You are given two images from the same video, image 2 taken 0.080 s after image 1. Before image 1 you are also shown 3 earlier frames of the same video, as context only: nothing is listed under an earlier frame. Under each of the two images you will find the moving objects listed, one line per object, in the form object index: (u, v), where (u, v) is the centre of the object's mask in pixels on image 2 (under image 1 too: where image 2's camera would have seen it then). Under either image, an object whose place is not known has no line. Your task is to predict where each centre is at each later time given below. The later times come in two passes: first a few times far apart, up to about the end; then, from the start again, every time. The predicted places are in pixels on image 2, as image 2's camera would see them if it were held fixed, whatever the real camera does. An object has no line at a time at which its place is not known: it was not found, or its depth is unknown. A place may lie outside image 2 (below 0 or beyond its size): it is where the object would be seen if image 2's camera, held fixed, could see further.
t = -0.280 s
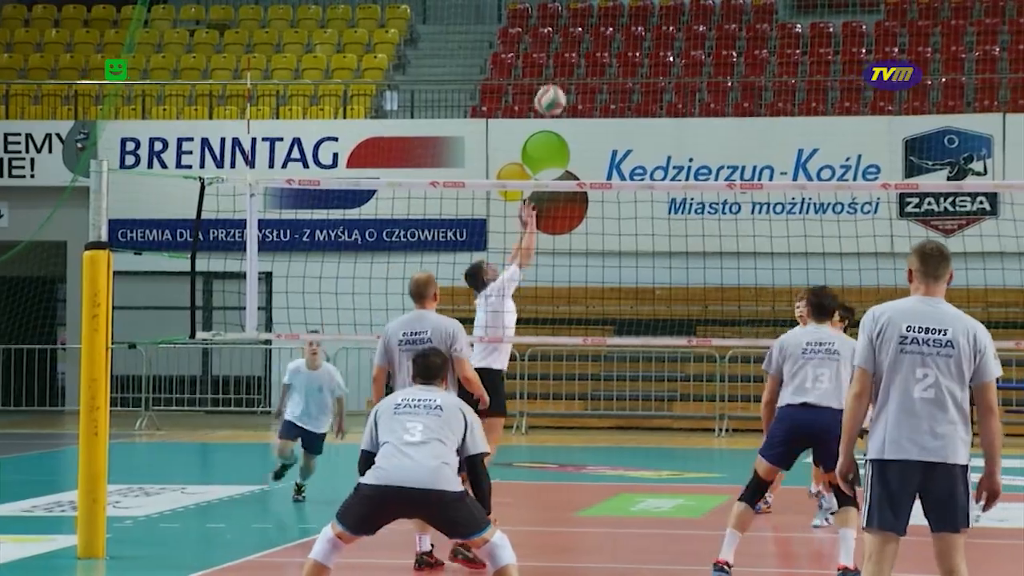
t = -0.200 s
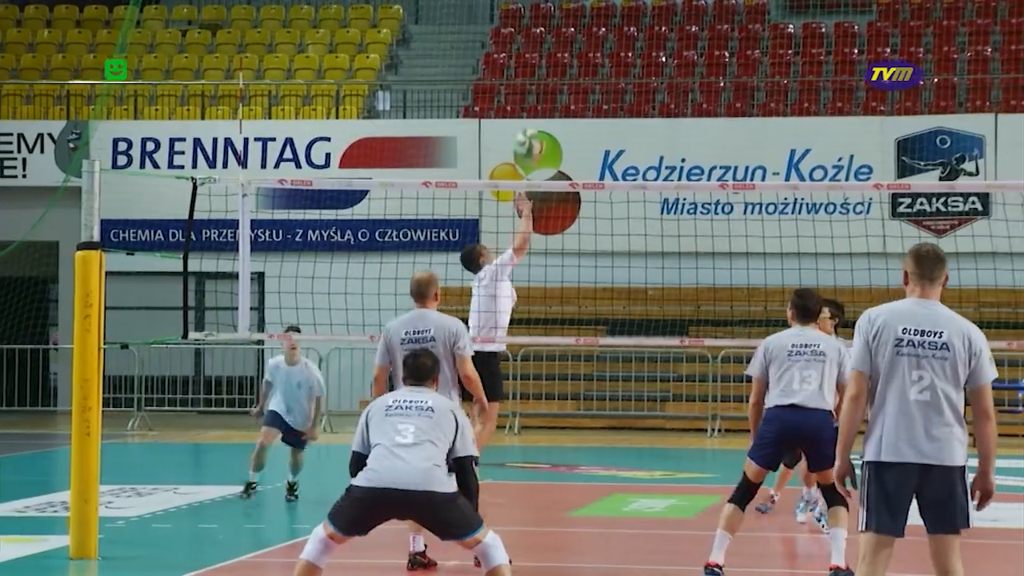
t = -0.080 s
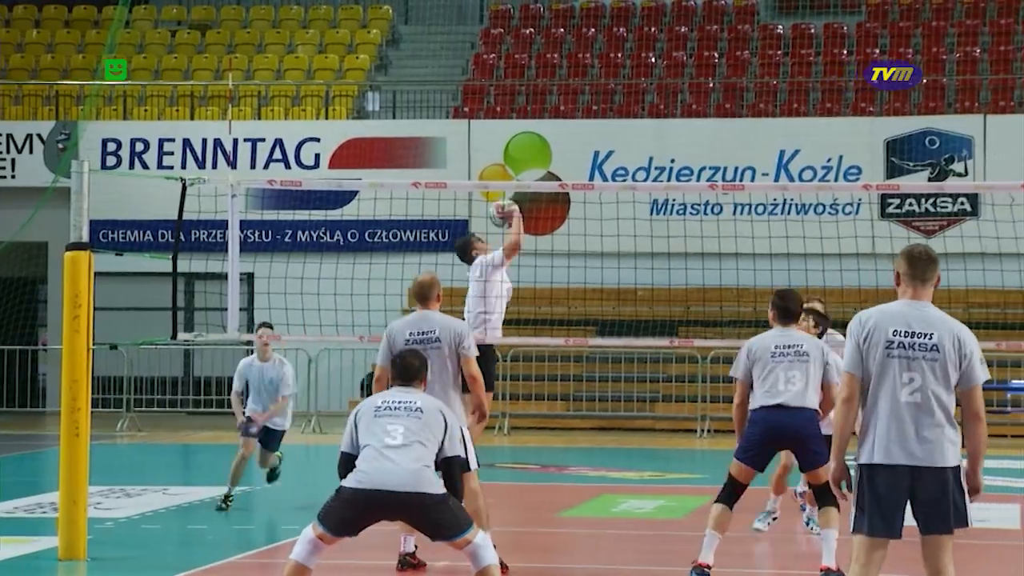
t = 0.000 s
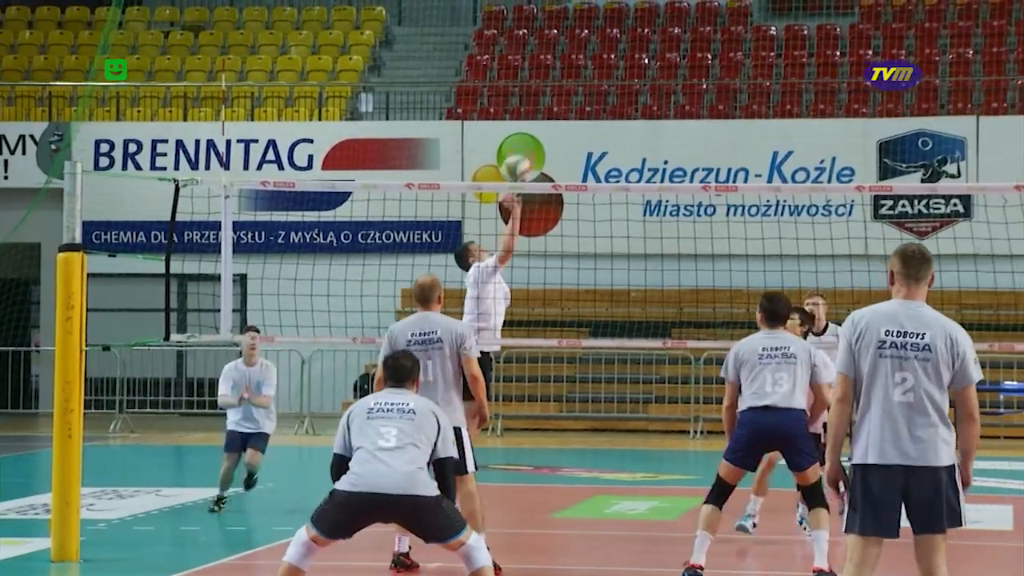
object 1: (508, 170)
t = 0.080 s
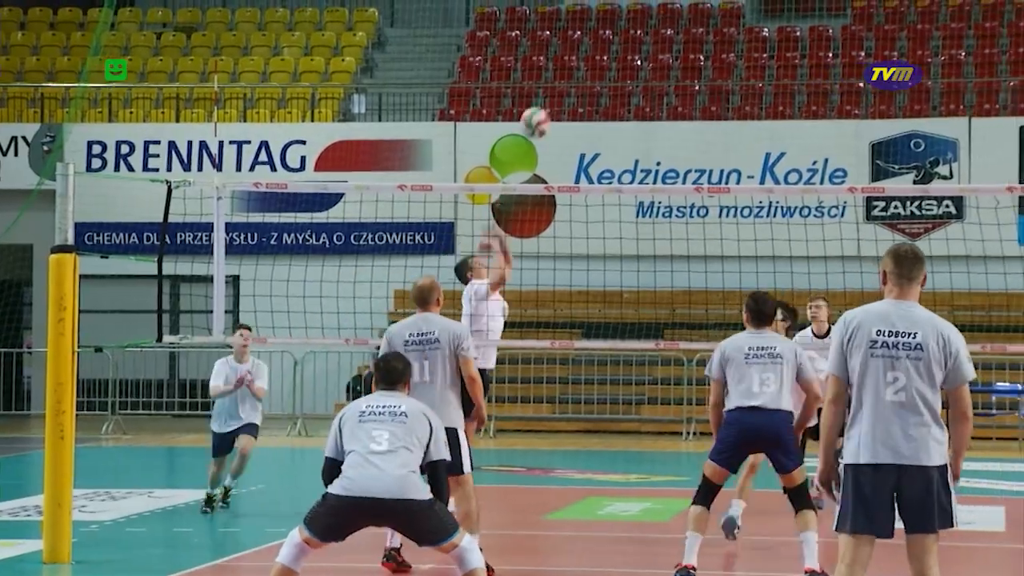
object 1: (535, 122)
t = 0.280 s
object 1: (601, 40)
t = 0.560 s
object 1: (694, 20)
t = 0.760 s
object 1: (757, 74)
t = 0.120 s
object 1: (548, 101)
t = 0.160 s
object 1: (561, 83)
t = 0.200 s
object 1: (575, 66)
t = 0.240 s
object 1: (588, 52)
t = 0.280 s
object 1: (601, 40)
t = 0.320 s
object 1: (615, 31)
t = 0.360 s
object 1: (628, 23)
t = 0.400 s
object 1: (641, 18)
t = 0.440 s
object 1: (655, 15)
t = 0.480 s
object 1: (668, 14)
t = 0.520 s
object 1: (681, 15)
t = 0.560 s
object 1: (694, 20)
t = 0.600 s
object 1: (708, 26)
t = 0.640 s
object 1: (721, 34)
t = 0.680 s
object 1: (733, 46)
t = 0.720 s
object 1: (746, 59)
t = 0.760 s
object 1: (757, 74)
